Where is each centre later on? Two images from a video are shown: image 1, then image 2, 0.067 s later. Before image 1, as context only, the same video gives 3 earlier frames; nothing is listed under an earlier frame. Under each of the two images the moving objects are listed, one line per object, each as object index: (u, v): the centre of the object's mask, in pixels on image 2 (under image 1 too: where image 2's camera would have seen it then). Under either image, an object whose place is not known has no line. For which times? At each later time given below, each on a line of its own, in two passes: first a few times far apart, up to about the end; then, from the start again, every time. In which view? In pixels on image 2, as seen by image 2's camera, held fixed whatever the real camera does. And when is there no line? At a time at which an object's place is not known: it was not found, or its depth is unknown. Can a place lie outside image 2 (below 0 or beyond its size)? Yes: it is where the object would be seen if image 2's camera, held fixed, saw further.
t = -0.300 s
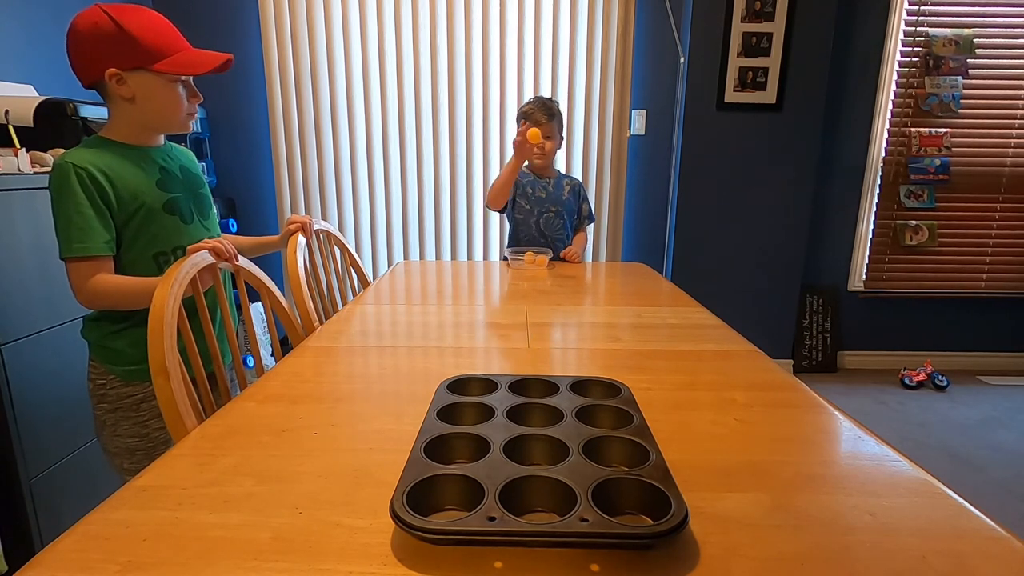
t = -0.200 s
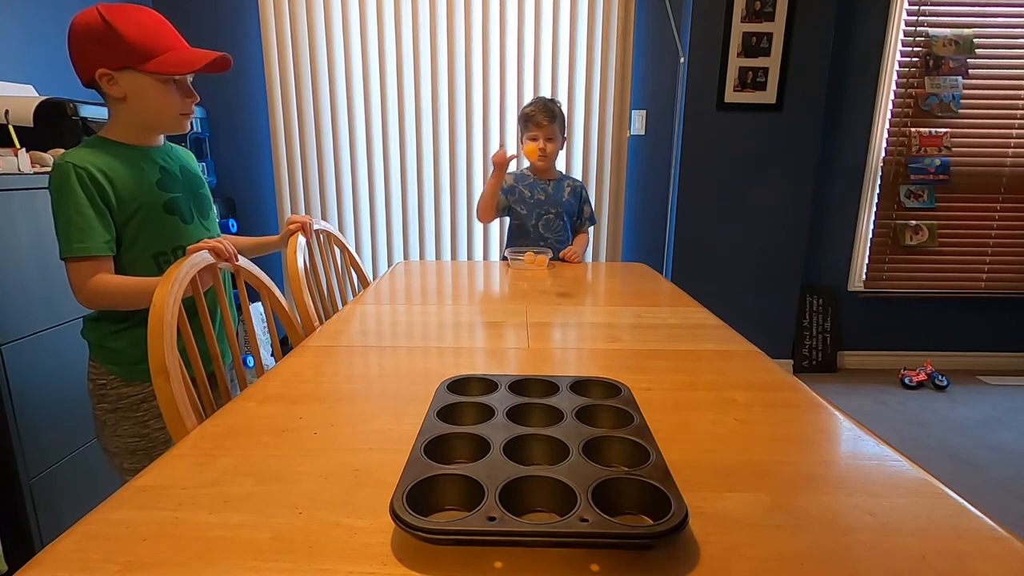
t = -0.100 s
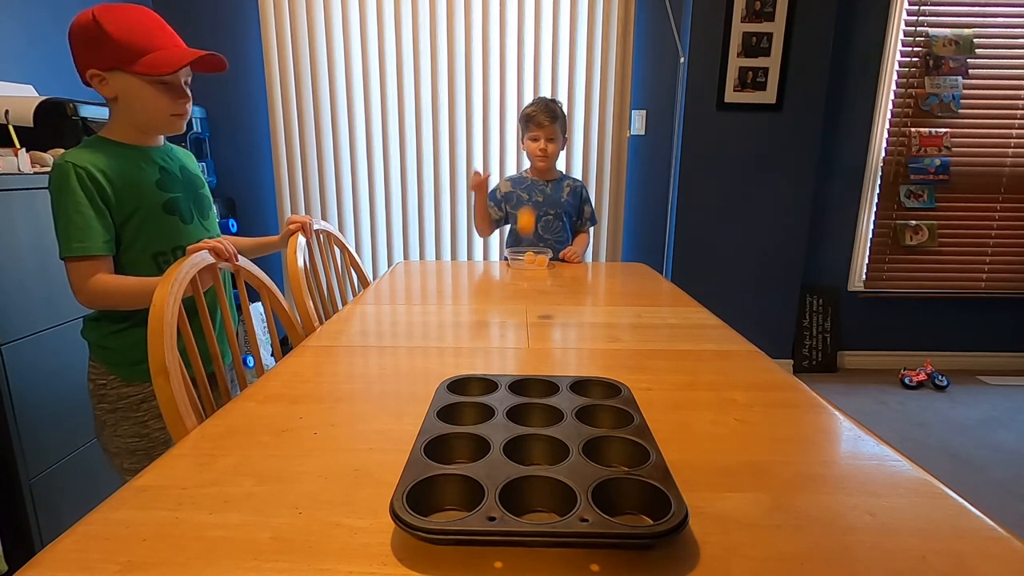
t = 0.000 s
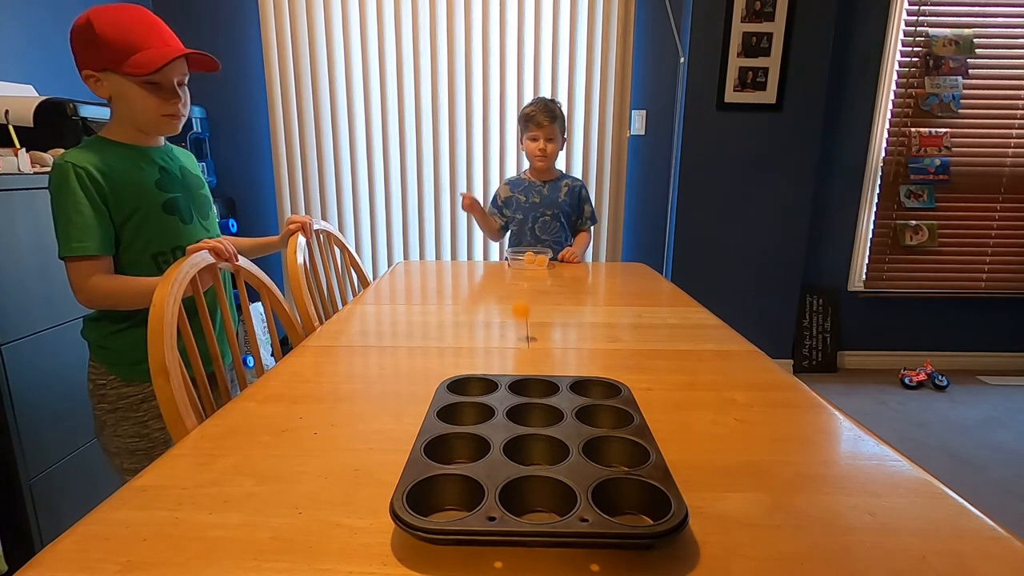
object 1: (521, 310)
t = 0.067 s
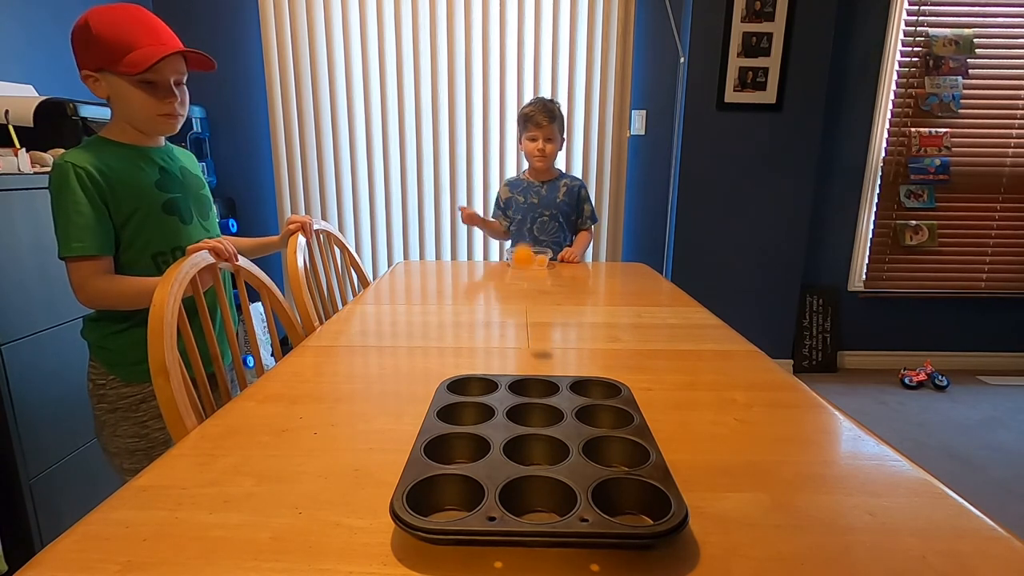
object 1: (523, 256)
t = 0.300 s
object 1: (528, 248)
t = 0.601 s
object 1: (597, 325)
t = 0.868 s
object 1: (675, 370)
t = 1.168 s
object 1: (756, 442)
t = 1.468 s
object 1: (850, 442)
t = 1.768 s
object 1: (944, 477)
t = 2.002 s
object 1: (1008, 501)
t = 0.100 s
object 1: (523, 237)
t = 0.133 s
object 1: (524, 222)
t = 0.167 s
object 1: (525, 213)
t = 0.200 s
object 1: (526, 211)
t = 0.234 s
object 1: (527, 215)
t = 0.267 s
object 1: (528, 229)
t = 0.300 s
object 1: (528, 248)
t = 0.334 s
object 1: (529, 283)
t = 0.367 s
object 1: (530, 322)
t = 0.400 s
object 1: (530, 376)
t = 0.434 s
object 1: (534, 413)
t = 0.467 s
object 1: (545, 384)
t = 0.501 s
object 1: (560, 355)
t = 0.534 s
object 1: (573, 336)
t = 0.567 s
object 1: (586, 326)
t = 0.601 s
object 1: (597, 325)
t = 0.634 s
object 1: (608, 334)
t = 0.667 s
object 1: (618, 348)
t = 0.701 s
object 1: (629, 372)
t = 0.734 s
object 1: (639, 388)
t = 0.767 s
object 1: (649, 372)
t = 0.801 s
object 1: (658, 363)
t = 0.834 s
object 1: (667, 363)
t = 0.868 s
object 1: (675, 370)
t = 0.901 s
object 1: (682, 388)
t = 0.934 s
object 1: (689, 414)
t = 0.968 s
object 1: (697, 429)
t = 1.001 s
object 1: (709, 408)
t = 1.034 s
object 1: (721, 396)
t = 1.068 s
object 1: (731, 394)
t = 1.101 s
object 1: (740, 401)
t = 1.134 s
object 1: (749, 416)
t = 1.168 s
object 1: (756, 442)
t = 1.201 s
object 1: (765, 440)
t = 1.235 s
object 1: (778, 426)
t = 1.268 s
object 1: (789, 420)
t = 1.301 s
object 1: (799, 423)
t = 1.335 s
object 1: (807, 436)
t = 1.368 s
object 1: (816, 459)
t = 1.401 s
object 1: (828, 453)
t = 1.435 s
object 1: (840, 443)
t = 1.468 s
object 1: (850, 442)
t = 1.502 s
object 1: (859, 450)
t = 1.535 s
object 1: (867, 469)
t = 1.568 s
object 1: (877, 469)
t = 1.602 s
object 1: (890, 460)
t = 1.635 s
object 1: (900, 461)
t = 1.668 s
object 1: (909, 472)
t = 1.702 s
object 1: (918, 486)
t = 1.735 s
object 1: (932, 476)
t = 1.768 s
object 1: (944, 477)
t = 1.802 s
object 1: (955, 487)
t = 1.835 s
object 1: (966, 495)
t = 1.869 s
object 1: (978, 489)
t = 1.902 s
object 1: (988, 493)
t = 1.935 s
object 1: (995, 505)
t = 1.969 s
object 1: (1003, 499)
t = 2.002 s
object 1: (1008, 501)
